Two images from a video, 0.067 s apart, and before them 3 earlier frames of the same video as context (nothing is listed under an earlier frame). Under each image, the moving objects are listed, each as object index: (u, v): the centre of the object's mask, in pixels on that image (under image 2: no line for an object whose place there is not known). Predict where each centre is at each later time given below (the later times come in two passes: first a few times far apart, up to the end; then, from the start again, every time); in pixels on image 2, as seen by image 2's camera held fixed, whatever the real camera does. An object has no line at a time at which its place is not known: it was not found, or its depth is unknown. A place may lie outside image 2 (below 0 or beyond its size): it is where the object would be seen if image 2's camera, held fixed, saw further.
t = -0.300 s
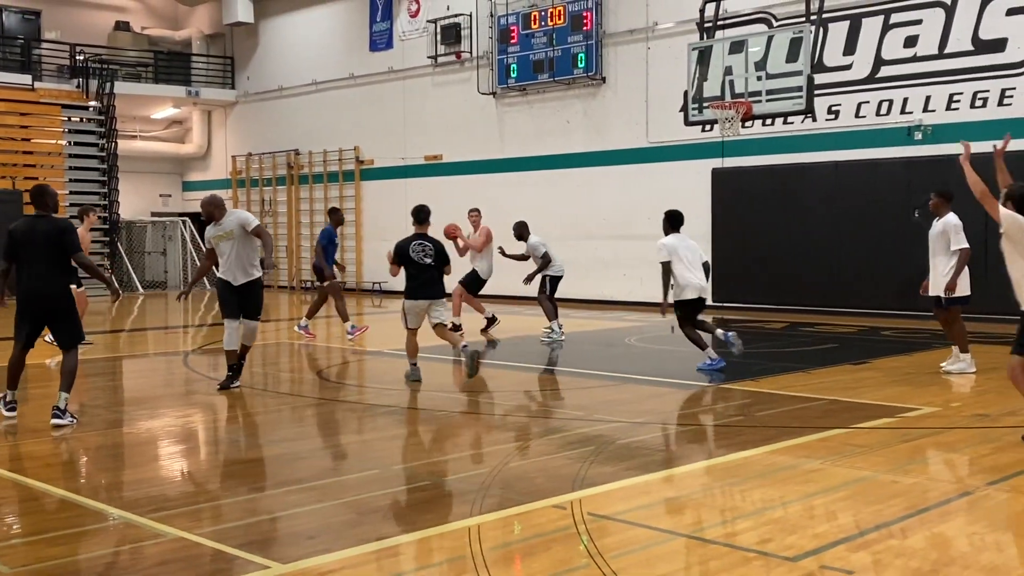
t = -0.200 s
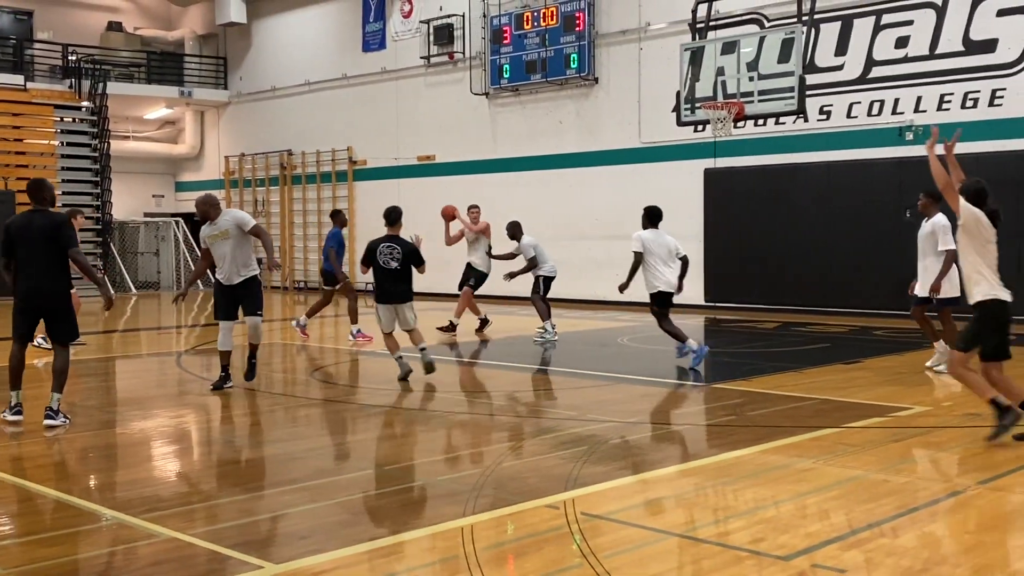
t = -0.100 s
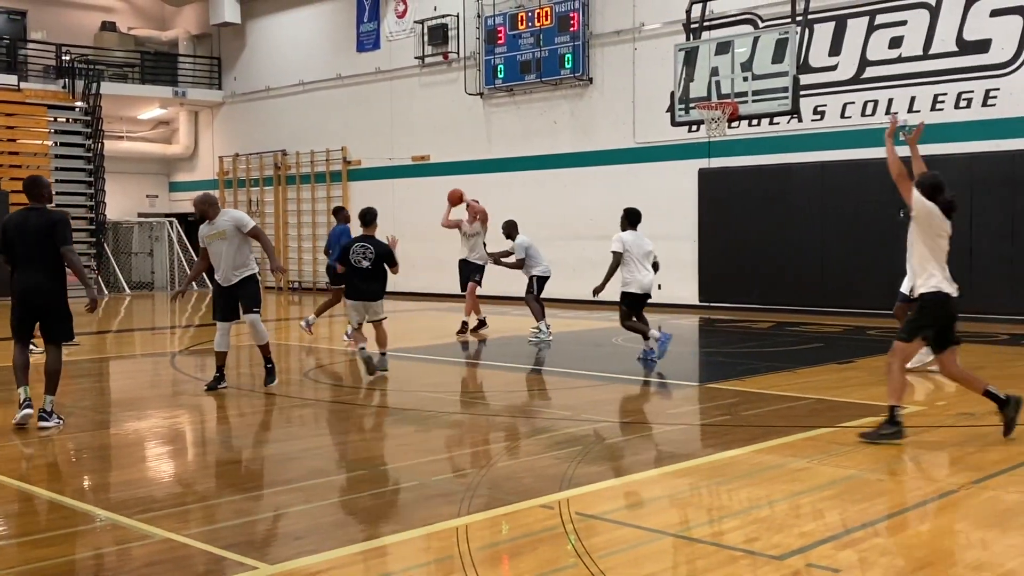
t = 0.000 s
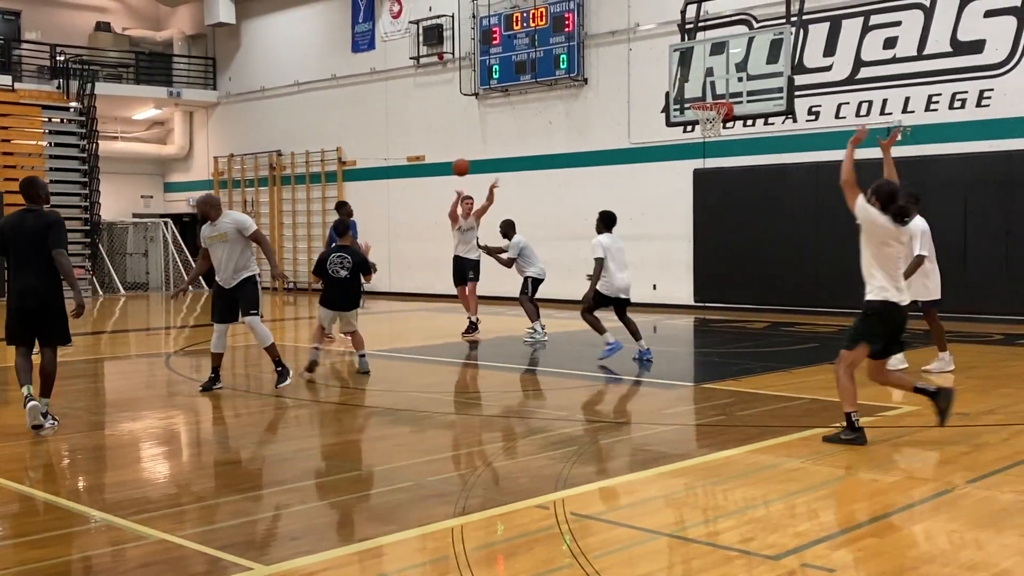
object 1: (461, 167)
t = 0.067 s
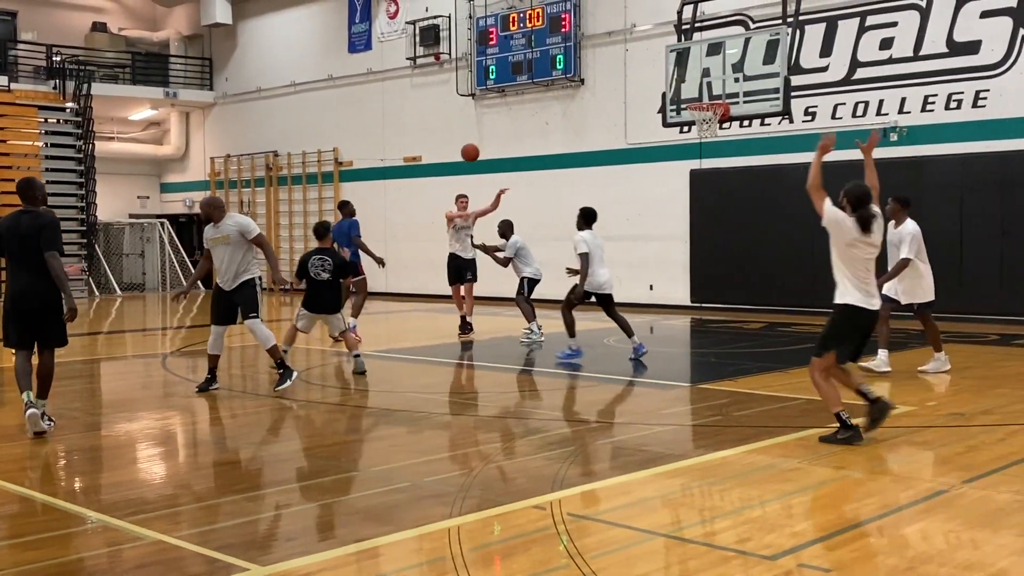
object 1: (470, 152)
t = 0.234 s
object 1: (505, 124)
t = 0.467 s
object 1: (569, 116)
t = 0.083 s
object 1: (473, 149)
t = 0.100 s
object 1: (477, 145)
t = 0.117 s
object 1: (480, 142)
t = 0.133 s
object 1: (483, 139)
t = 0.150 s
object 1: (487, 136)
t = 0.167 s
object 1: (490, 133)
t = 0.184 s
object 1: (494, 130)
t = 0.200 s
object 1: (497, 128)
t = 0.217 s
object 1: (501, 126)
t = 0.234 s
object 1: (505, 124)
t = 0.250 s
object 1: (509, 121)
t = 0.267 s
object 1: (513, 120)
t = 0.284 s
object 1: (517, 118)
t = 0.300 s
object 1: (521, 117)
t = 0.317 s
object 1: (525, 115)
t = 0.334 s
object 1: (530, 114)
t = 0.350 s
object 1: (534, 114)
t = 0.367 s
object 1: (539, 113)
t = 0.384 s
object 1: (543, 113)
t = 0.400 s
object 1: (548, 113)
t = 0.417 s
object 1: (554, 113)
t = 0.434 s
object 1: (558, 111)
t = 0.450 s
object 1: (563, 114)
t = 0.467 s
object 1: (569, 116)
